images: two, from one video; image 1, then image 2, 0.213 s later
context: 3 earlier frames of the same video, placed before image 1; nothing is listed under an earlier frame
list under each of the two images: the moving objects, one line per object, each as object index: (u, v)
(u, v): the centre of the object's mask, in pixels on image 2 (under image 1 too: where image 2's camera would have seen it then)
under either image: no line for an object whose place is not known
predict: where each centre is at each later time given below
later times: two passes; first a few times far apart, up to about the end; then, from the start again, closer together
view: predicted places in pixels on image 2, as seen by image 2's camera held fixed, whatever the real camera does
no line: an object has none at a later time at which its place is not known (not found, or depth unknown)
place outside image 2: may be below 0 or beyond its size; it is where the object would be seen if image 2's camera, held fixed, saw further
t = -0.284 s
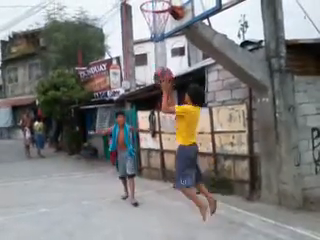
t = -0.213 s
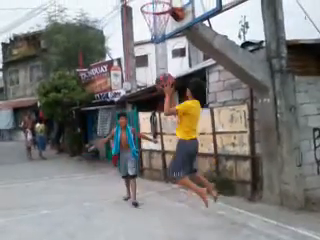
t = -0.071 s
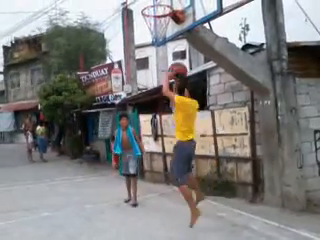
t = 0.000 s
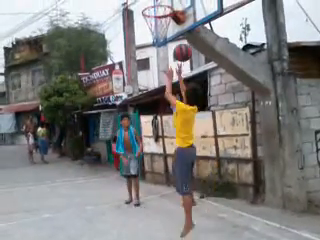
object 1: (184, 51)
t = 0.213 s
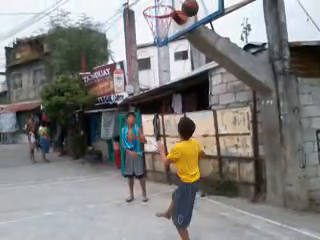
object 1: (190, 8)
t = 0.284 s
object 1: (193, 5)
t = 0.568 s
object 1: (151, 4)
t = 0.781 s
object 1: (164, 19)
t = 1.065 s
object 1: (162, 54)
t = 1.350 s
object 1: (166, 138)
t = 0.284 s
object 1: (193, 5)
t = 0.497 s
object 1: (158, 2)
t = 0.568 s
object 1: (151, 4)
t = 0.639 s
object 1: (157, 7)
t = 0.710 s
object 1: (162, 13)
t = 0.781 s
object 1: (164, 19)
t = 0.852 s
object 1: (164, 25)
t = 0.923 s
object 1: (163, 33)
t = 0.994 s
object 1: (162, 41)
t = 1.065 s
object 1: (162, 54)
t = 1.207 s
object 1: (162, 88)
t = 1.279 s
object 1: (164, 110)
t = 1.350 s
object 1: (166, 138)
